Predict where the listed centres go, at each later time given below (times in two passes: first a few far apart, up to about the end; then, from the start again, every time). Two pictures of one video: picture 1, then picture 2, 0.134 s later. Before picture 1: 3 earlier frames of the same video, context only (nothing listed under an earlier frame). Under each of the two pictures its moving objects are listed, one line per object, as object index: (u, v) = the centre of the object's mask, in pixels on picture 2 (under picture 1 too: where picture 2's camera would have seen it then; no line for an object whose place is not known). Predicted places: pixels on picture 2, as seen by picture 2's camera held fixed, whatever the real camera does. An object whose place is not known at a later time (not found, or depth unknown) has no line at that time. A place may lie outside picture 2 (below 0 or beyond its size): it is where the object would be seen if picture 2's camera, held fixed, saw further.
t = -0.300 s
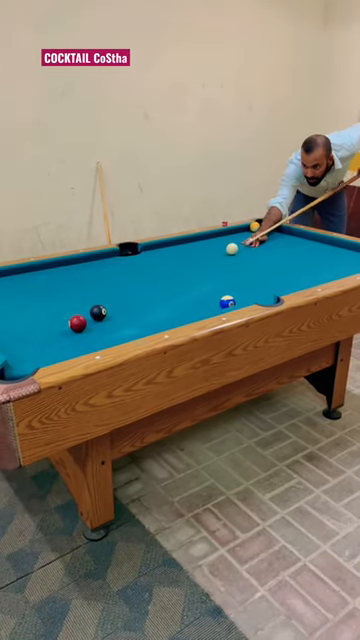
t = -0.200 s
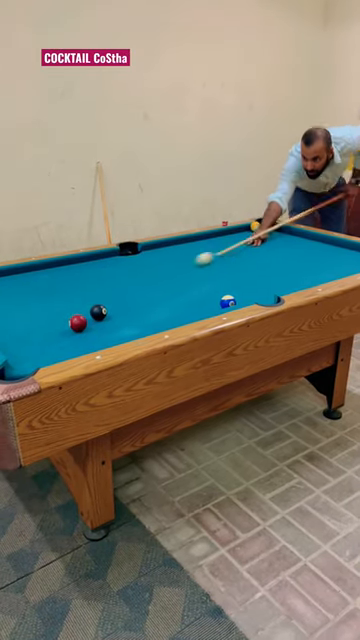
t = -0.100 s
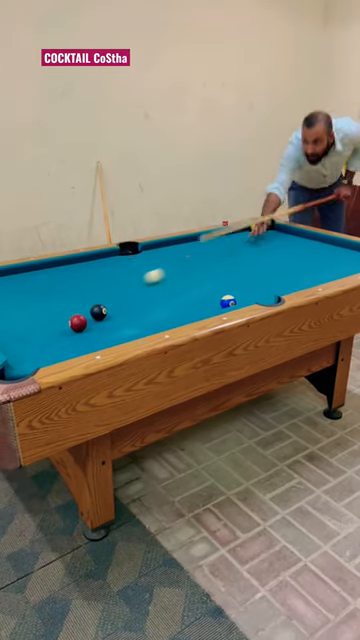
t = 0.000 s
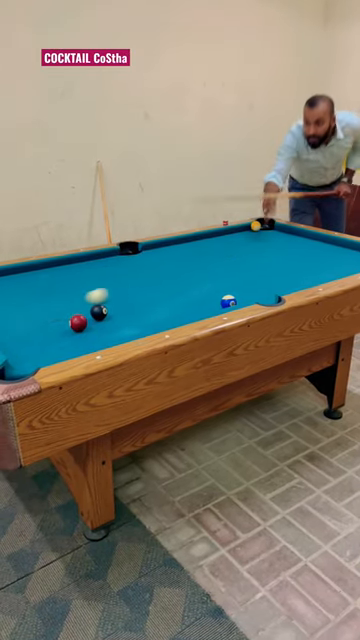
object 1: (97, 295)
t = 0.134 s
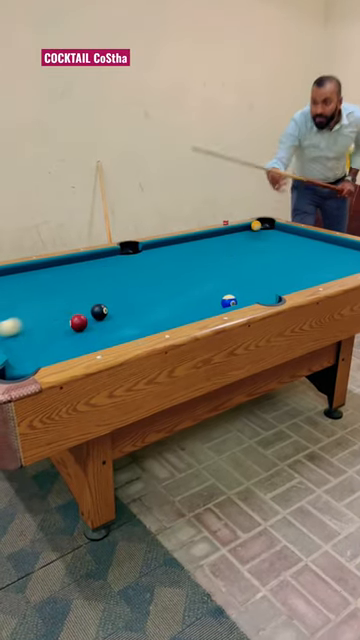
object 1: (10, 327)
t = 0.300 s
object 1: (62, 320)
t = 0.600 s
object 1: (102, 297)
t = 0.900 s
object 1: (138, 282)
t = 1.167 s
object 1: (165, 269)
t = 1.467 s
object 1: (191, 257)
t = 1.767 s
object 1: (213, 247)
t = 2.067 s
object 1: (232, 238)
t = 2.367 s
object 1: (248, 231)
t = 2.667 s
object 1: (260, 227)
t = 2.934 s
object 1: (266, 228)
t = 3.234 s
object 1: (269, 229)
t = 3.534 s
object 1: (275, 230)
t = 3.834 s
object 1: (280, 230)
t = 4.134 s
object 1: (285, 231)
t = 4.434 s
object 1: (288, 231)
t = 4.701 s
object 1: (289, 231)
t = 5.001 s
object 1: (289, 232)
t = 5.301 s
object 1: (289, 232)
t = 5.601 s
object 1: (288, 232)
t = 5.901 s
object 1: (288, 231)
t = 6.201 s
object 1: (289, 232)
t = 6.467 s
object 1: (288, 232)
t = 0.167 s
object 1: (4, 332)
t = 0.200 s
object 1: (17, 329)
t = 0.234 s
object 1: (36, 326)
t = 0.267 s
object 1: (53, 323)
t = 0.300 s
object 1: (62, 320)
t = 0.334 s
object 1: (65, 318)
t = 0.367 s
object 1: (68, 315)
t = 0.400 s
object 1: (73, 312)
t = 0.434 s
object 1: (78, 310)
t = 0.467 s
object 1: (82, 307)
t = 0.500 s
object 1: (86, 304)
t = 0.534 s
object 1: (91, 301)
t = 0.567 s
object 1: (97, 299)
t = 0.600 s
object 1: (102, 297)
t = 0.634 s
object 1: (106, 296)
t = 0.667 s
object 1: (110, 295)
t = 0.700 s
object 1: (115, 293)
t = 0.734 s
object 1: (119, 291)
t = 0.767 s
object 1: (123, 289)
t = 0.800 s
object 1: (127, 287)
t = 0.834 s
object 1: (131, 285)
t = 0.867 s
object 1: (134, 283)
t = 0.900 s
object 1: (138, 282)
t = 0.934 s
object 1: (142, 280)
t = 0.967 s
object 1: (145, 278)
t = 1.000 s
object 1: (149, 277)
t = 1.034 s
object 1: (152, 275)
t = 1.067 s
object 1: (155, 274)
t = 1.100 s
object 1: (159, 272)
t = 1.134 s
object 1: (162, 271)
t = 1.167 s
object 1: (165, 269)
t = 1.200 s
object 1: (168, 268)
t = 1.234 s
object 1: (171, 266)
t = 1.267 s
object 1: (174, 265)
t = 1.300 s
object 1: (177, 264)
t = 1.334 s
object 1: (180, 262)
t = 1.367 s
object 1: (183, 261)
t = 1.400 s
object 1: (186, 260)
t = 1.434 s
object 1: (188, 258)
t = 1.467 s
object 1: (191, 257)
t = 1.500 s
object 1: (194, 256)
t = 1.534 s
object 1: (196, 255)
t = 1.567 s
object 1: (198, 253)
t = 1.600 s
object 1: (201, 252)
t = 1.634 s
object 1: (203, 251)
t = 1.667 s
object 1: (206, 250)
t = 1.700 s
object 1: (208, 249)
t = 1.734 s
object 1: (211, 248)
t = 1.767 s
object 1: (213, 247)
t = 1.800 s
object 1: (215, 246)
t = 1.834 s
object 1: (217, 245)
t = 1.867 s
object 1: (219, 244)
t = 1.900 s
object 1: (222, 243)
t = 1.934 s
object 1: (224, 242)
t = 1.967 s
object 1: (226, 241)
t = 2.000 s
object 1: (228, 240)
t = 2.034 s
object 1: (230, 239)
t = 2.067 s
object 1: (232, 238)
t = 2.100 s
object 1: (234, 237)
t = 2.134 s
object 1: (236, 236)
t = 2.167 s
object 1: (237, 236)
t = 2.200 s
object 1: (239, 235)
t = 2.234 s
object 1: (241, 234)
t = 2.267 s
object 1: (243, 233)
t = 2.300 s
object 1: (245, 232)
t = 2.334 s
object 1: (246, 232)
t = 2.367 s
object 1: (248, 231)
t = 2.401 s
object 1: (250, 230)
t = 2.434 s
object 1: (251, 229)
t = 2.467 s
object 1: (252, 229)
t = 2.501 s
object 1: (255, 228)
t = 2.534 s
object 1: (256, 228)
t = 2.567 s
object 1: (257, 227)
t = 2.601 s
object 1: (258, 227)
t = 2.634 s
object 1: (259, 227)
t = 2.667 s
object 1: (260, 227)
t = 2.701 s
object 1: (261, 227)
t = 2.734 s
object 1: (262, 227)
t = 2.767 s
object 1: (263, 227)
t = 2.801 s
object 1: (264, 227)
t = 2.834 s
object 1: (265, 227)
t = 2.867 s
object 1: (265, 227)
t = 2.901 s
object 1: (265, 227)
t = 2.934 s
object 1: (266, 228)
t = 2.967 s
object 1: (266, 228)
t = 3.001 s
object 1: (266, 228)
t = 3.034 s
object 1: (267, 228)
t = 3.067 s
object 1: (267, 228)
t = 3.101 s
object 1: (268, 228)
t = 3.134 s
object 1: (268, 228)
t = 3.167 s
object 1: (268, 229)
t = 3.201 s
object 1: (269, 229)
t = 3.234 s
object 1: (269, 229)
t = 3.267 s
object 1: (270, 229)
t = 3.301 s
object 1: (270, 230)
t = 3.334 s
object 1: (271, 229)
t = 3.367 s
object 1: (272, 230)
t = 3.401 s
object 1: (273, 230)
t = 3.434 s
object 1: (273, 230)
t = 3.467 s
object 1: (274, 230)
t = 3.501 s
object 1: (274, 230)
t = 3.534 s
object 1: (275, 230)
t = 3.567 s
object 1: (276, 230)
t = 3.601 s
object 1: (276, 230)
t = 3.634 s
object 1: (277, 230)
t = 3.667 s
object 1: (278, 230)
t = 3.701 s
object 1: (278, 230)
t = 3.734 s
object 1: (279, 231)
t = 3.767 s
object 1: (279, 231)
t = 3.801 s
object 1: (280, 231)
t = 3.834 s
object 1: (280, 230)
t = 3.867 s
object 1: (281, 230)
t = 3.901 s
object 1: (281, 230)
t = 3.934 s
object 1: (282, 231)
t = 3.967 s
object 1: (282, 231)
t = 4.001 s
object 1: (283, 231)
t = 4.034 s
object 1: (284, 231)
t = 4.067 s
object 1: (284, 231)
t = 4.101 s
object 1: (284, 231)
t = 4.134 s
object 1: (285, 231)
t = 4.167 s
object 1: (285, 231)
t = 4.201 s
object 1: (286, 231)
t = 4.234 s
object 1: (286, 231)
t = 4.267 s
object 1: (286, 231)
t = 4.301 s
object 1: (287, 231)
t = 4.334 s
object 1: (287, 231)
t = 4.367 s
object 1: (287, 231)
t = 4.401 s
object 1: (288, 231)
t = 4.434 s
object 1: (288, 231)
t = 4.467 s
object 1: (288, 231)
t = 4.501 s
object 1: (288, 231)
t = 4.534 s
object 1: (289, 231)
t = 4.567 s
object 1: (289, 231)
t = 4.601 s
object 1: (289, 231)
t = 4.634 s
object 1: (289, 231)
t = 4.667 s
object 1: (289, 231)
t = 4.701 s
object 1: (289, 231)
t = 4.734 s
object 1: (289, 231)
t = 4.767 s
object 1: (290, 231)
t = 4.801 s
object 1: (289, 231)
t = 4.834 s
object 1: (289, 231)
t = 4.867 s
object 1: (289, 232)
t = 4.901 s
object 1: (289, 232)
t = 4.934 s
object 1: (289, 232)
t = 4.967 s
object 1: (289, 232)
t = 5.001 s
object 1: (289, 232)
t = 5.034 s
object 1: (289, 232)
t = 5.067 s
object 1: (289, 232)
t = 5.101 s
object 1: (289, 232)
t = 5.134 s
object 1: (289, 232)
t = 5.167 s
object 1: (289, 232)
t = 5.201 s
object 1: (289, 232)
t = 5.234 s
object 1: (289, 232)
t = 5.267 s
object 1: (289, 232)
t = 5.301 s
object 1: (289, 232)
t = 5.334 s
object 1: (289, 232)
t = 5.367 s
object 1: (289, 232)
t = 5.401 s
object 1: (288, 232)
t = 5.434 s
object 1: (288, 232)
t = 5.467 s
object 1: (288, 232)
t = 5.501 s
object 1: (288, 232)
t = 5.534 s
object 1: (288, 232)
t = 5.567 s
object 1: (288, 232)
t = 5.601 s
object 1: (288, 232)
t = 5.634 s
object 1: (288, 232)
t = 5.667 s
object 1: (288, 232)
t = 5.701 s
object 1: (288, 232)
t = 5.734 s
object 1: (288, 232)
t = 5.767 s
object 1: (288, 232)
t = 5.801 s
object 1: (288, 232)
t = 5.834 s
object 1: (288, 232)
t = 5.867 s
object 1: (288, 232)
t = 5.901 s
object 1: (288, 231)
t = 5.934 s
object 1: (288, 232)
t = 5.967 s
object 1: (289, 232)
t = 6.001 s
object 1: (289, 232)
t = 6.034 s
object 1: (289, 232)
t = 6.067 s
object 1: (288, 232)
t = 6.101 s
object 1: (289, 232)
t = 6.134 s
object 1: (289, 232)
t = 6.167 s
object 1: (288, 232)
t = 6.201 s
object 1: (289, 232)
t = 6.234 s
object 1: (289, 232)
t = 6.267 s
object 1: (289, 232)
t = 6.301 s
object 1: (289, 232)
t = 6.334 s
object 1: (289, 232)
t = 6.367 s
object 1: (289, 232)
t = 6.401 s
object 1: (289, 232)
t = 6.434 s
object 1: (289, 232)
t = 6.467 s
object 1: (288, 232)
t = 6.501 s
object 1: (289, 232)
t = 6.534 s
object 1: (288, 232)
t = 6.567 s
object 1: (288, 232)
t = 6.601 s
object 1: (288, 232)
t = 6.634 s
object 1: (288, 232)
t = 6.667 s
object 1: (289, 232)
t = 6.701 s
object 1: (289, 232)
